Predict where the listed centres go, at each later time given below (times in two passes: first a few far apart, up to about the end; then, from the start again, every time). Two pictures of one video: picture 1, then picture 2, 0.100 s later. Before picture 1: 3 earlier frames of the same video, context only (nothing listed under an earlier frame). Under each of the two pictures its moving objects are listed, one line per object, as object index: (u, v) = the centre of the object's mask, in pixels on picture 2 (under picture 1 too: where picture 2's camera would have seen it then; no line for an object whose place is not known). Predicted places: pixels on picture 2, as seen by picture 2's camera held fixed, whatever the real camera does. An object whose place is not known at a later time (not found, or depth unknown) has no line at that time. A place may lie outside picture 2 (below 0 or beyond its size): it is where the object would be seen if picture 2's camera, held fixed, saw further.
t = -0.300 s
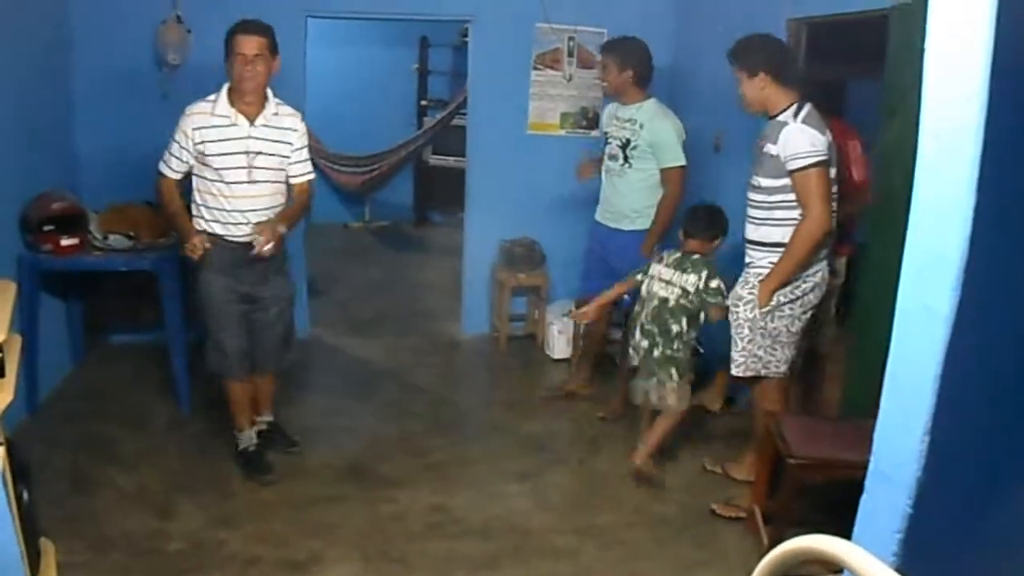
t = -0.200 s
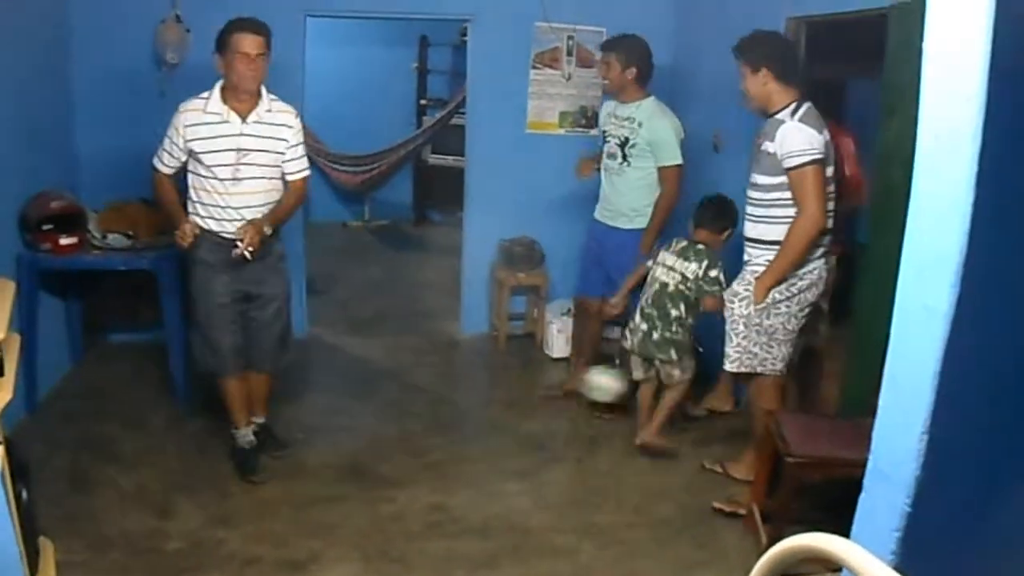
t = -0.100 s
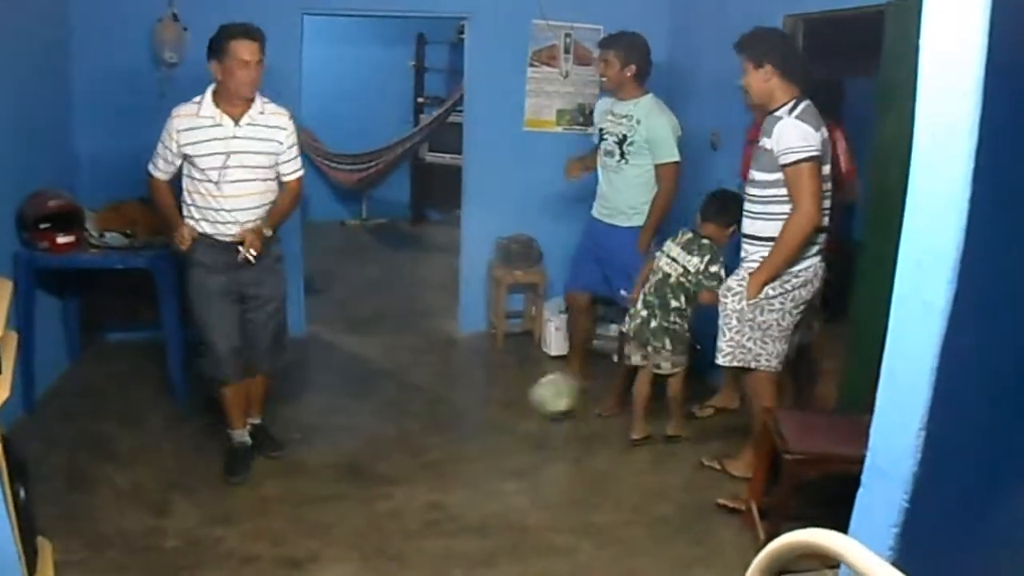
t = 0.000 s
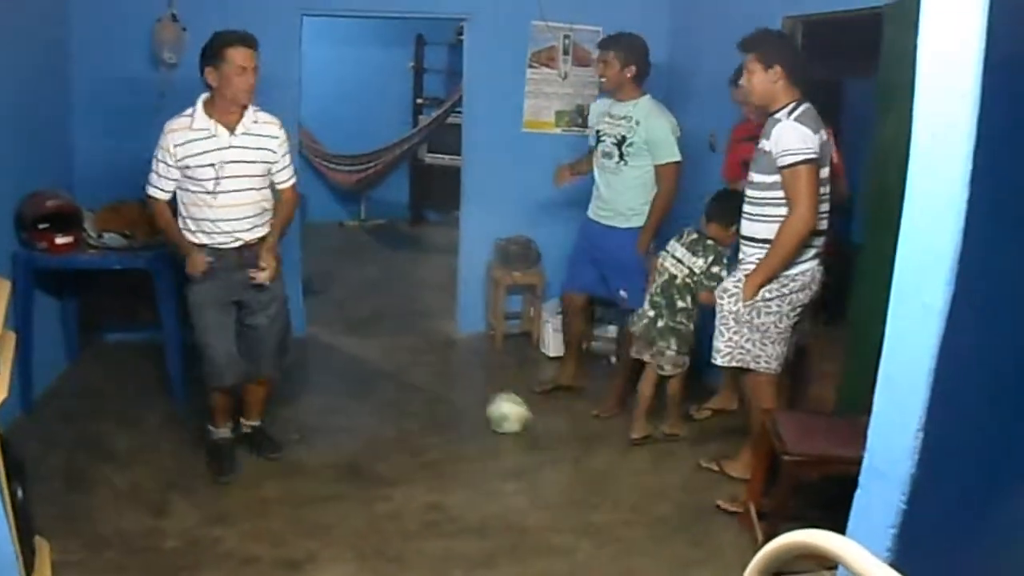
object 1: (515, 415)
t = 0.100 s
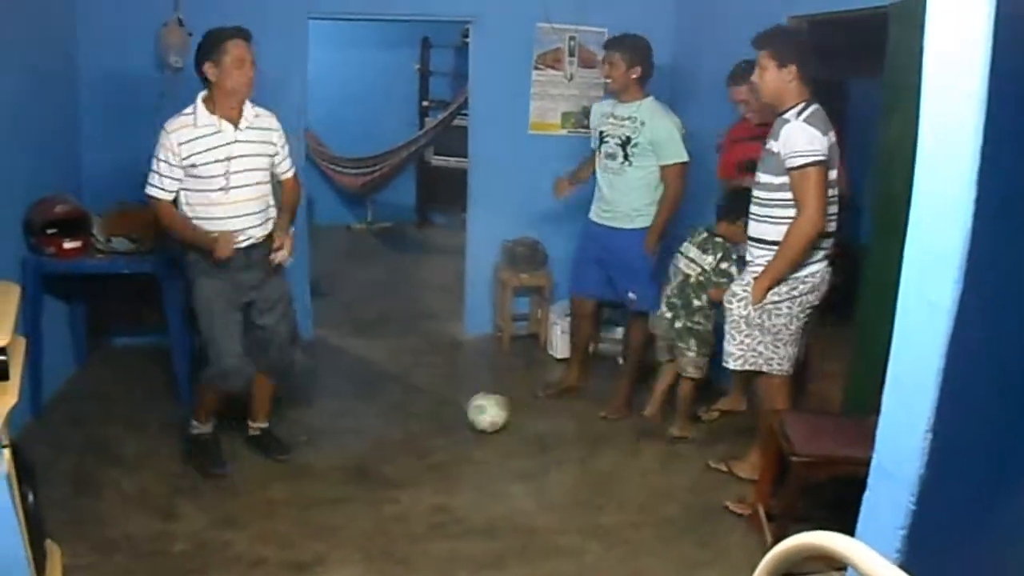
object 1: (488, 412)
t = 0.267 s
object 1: (446, 412)
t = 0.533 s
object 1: (387, 412)
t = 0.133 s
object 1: (479, 414)
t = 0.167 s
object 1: (469, 414)
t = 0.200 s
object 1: (461, 412)
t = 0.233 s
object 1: (453, 412)
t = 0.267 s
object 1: (446, 412)
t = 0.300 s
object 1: (438, 412)
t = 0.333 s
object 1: (430, 411)
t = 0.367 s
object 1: (423, 411)
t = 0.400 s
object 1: (415, 411)
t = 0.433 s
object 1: (408, 412)
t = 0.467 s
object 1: (401, 412)
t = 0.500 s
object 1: (395, 412)
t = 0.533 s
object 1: (387, 412)
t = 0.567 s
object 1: (379, 413)
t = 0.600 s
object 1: (373, 413)
